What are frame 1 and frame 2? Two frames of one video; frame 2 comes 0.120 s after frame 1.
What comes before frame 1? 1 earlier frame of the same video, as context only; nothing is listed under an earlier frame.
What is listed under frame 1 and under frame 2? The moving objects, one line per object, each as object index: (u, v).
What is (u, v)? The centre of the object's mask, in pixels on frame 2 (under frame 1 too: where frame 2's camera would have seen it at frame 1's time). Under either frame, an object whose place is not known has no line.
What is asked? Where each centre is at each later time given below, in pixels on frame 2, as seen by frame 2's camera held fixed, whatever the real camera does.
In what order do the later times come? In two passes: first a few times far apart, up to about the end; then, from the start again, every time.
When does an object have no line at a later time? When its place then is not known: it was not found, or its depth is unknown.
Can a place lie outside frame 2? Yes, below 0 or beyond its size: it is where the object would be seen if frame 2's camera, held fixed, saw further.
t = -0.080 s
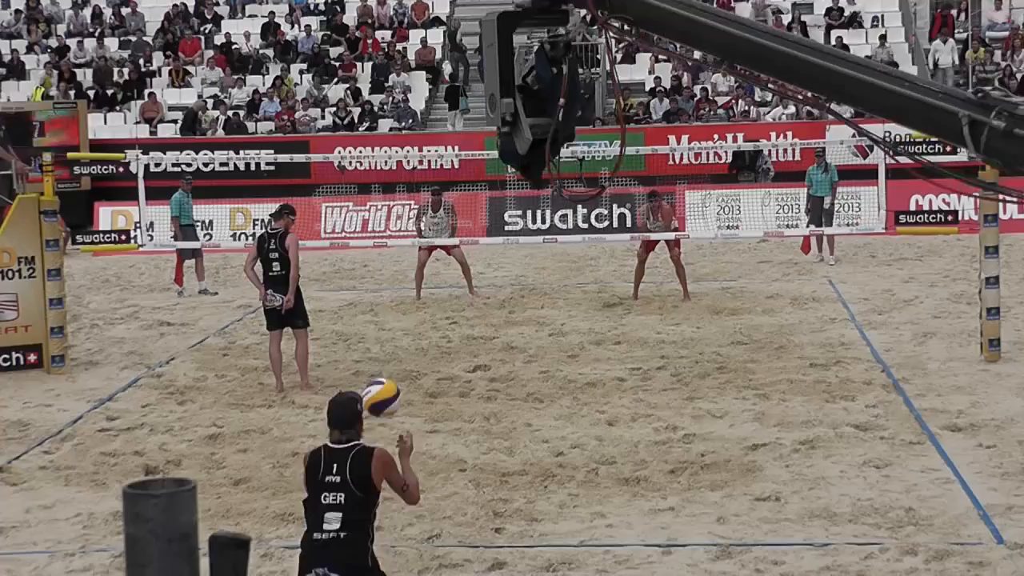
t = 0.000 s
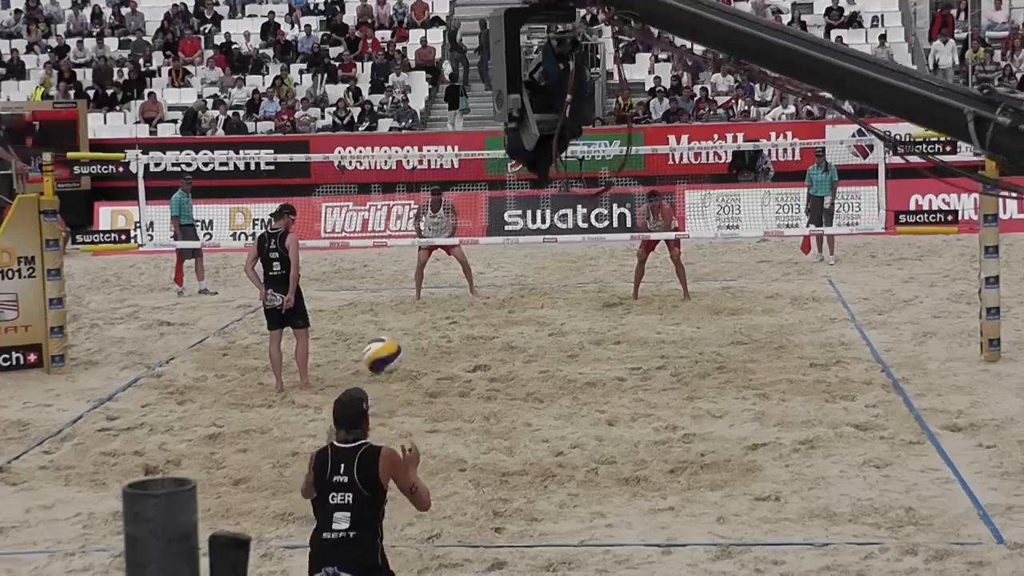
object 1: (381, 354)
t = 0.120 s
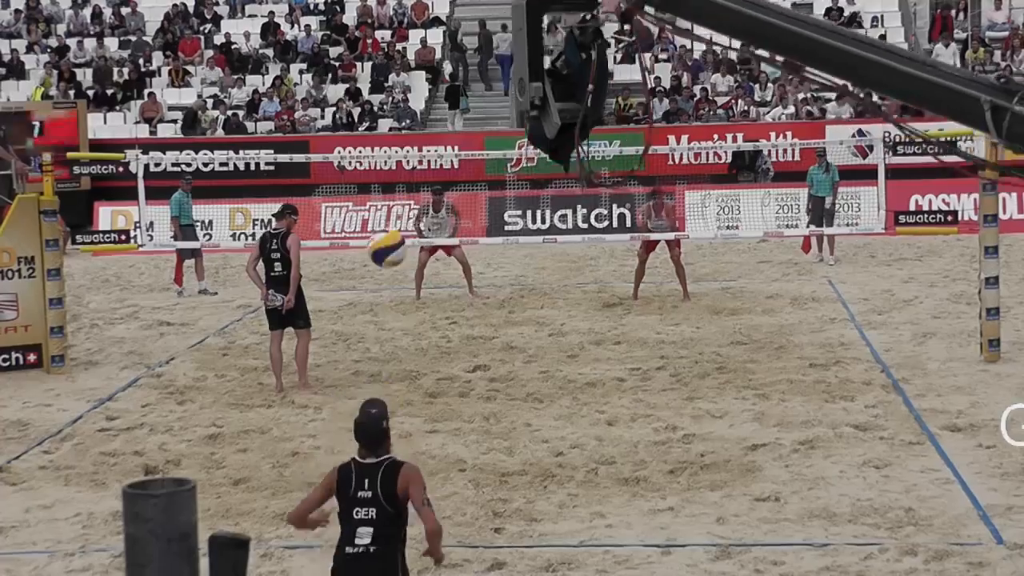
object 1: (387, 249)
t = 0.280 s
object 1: (397, 145)
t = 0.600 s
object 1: (424, 80)
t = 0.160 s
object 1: (389, 218)
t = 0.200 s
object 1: (391, 190)
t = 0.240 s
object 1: (394, 166)
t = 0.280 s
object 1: (397, 145)
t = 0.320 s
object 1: (400, 126)
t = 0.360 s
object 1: (403, 111)
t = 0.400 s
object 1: (407, 98)
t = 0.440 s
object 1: (411, 88)
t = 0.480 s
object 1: (413, 82)
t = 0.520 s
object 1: (417, 78)
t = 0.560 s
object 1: (420, 77)
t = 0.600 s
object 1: (424, 80)
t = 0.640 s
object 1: (428, 84)
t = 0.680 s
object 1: (431, 93)
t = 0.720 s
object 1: (435, 104)
